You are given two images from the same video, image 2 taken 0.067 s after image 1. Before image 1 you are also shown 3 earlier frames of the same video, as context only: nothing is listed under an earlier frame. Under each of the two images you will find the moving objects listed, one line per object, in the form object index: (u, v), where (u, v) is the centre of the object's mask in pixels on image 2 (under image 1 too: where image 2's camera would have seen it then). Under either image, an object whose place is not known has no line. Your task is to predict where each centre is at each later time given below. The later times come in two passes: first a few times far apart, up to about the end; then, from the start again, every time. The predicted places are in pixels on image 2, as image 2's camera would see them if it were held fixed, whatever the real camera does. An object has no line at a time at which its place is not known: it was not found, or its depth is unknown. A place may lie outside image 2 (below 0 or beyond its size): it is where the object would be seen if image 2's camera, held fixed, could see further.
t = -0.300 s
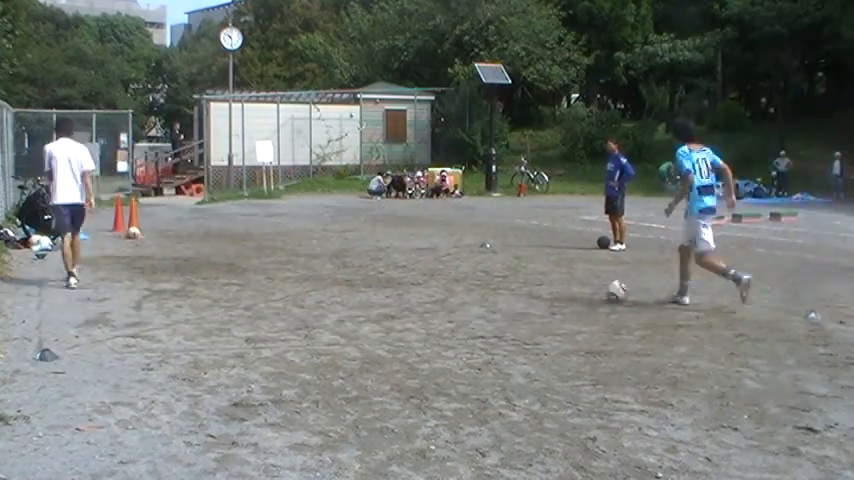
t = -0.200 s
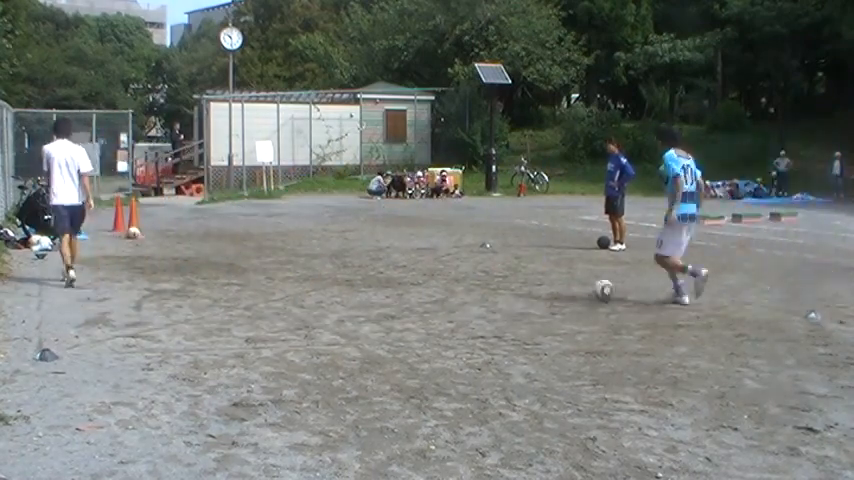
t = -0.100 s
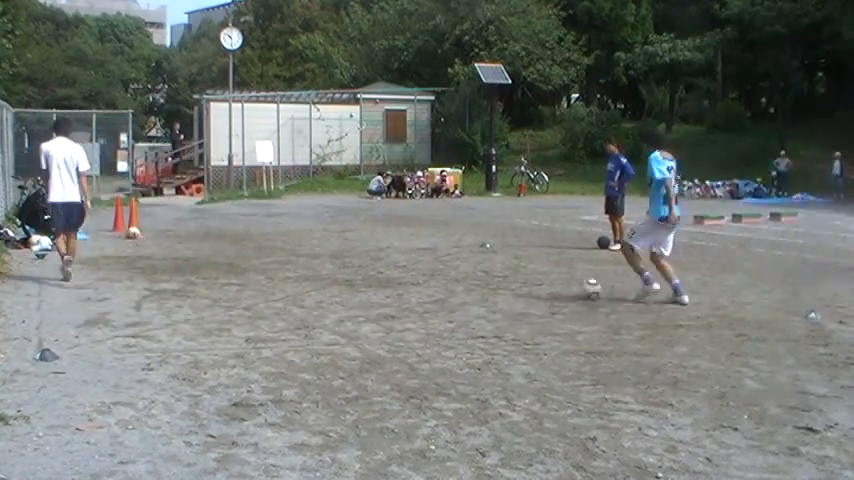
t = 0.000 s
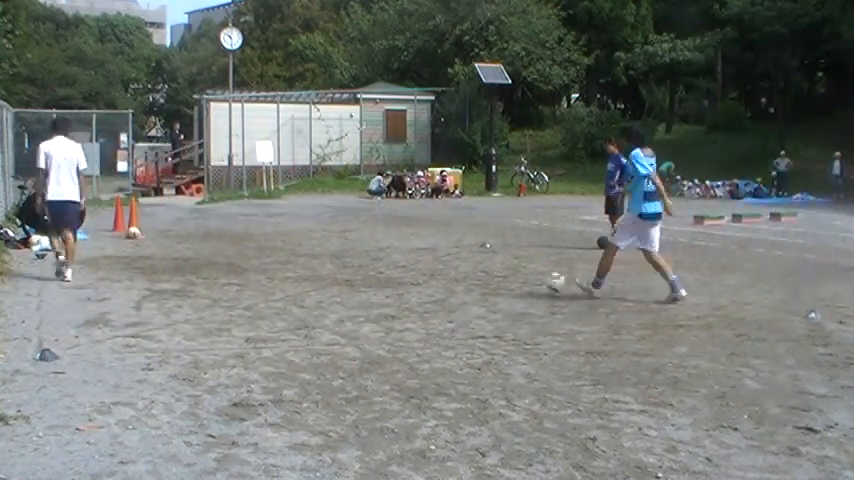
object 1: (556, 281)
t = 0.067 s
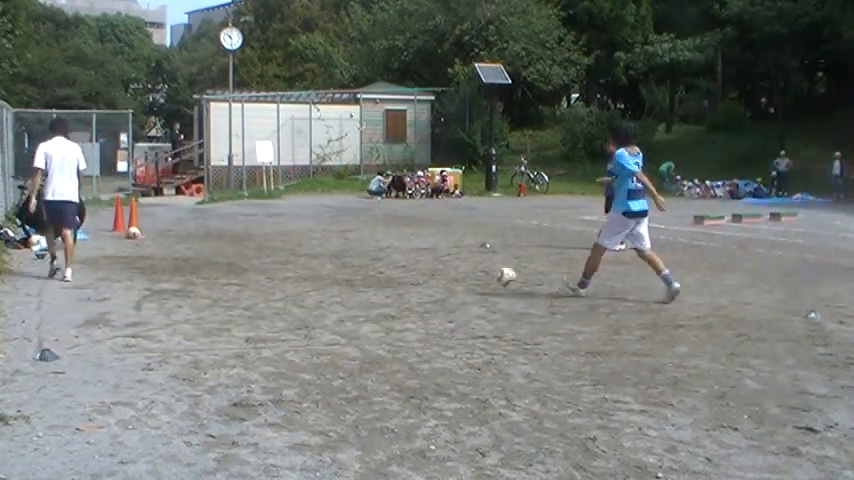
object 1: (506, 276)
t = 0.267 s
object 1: (370, 276)
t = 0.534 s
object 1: (246, 272)
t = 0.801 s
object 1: (159, 267)
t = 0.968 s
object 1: (109, 265)
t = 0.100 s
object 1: (483, 273)
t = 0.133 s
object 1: (458, 272)
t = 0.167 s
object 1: (434, 274)
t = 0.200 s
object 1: (413, 275)
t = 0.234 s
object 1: (390, 279)
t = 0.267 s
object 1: (370, 276)
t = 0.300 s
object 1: (353, 274)
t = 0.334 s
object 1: (335, 273)
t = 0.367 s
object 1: (318, 272)
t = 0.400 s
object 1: (301, 274)
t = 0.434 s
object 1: (287, 273)
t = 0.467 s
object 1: (272, 273)
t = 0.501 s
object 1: (259, 272)
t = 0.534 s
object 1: (246, 272)
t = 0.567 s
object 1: (234, 271)
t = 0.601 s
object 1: (223, 269)
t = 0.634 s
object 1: (211, 270)
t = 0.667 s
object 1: (201, 270)
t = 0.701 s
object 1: (189, 271)
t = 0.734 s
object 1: (179, 269)
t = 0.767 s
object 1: (168, 268)
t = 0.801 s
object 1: (159, 267)
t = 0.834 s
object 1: (149, 267)
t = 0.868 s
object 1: (138, 267)
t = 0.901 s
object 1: (128, 267)
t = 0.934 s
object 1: (119, 267)
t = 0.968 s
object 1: (109, 265)
